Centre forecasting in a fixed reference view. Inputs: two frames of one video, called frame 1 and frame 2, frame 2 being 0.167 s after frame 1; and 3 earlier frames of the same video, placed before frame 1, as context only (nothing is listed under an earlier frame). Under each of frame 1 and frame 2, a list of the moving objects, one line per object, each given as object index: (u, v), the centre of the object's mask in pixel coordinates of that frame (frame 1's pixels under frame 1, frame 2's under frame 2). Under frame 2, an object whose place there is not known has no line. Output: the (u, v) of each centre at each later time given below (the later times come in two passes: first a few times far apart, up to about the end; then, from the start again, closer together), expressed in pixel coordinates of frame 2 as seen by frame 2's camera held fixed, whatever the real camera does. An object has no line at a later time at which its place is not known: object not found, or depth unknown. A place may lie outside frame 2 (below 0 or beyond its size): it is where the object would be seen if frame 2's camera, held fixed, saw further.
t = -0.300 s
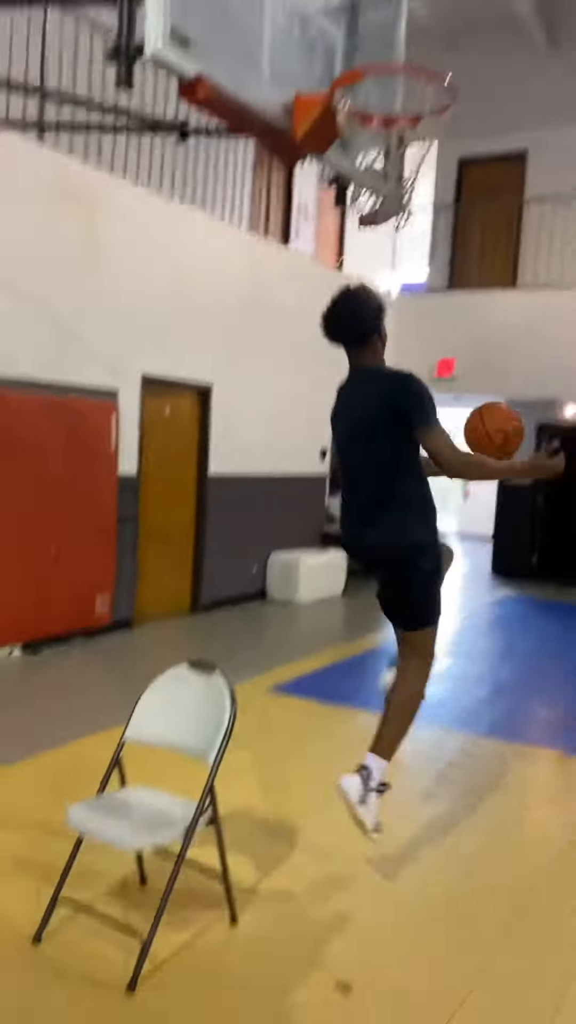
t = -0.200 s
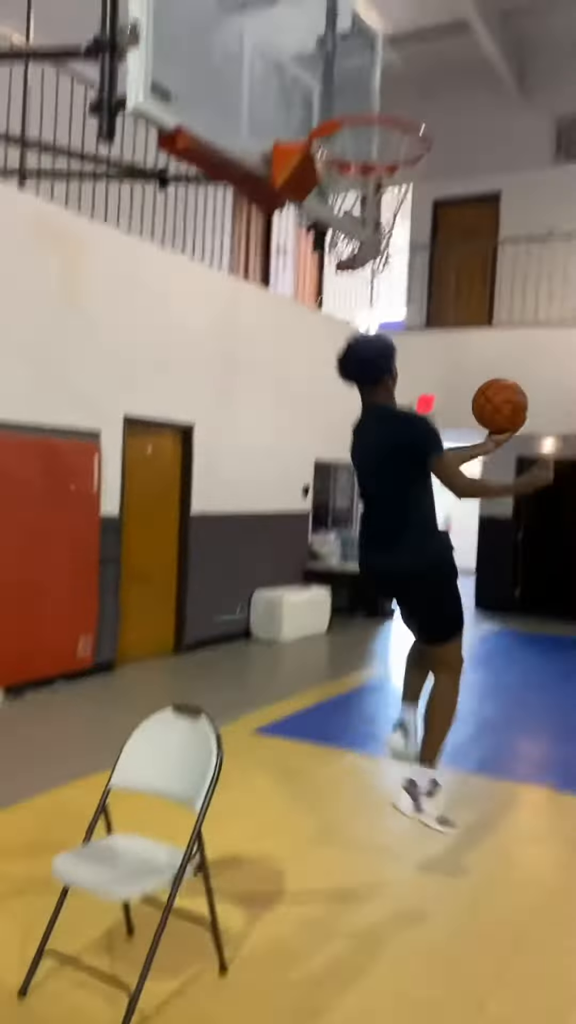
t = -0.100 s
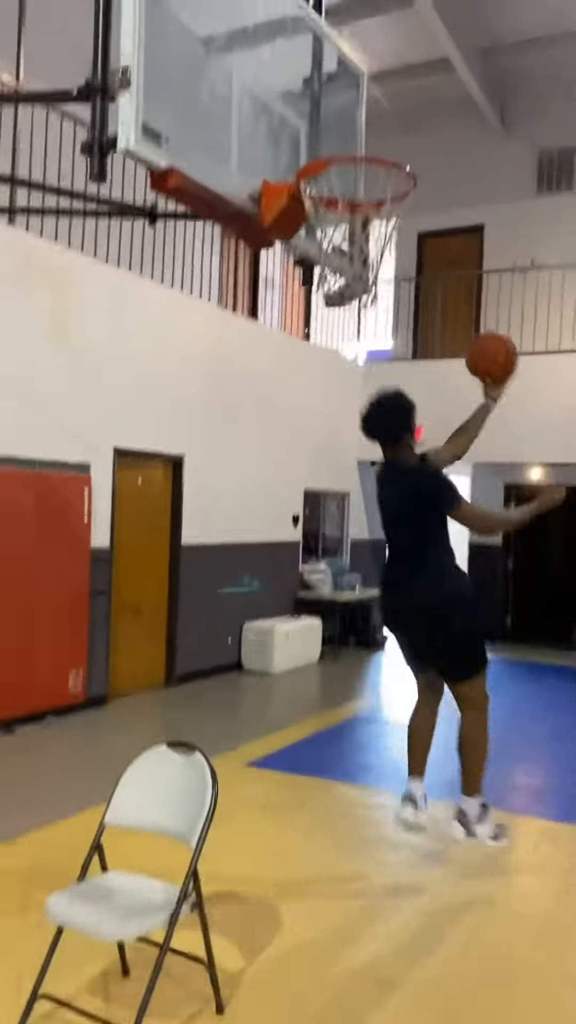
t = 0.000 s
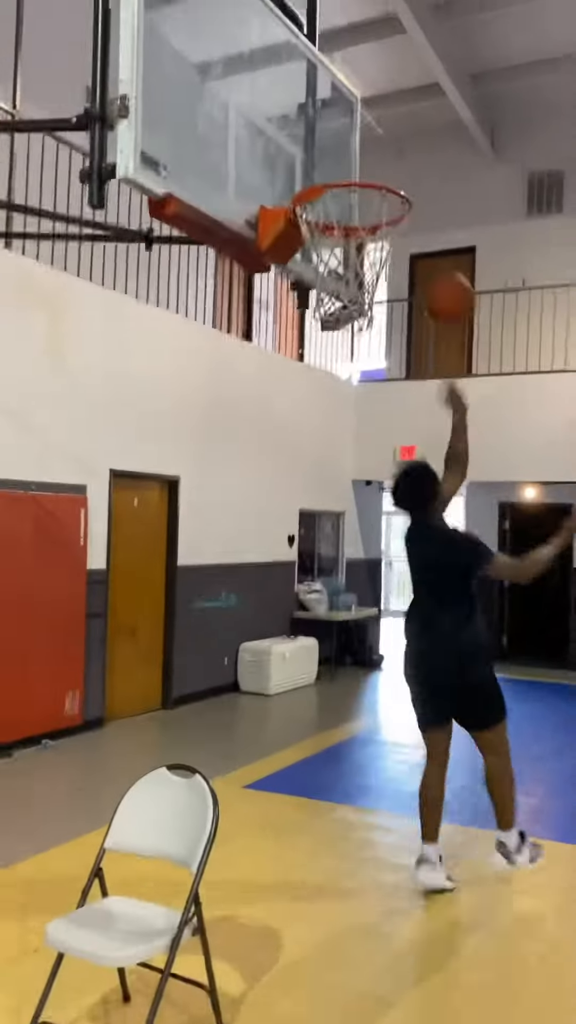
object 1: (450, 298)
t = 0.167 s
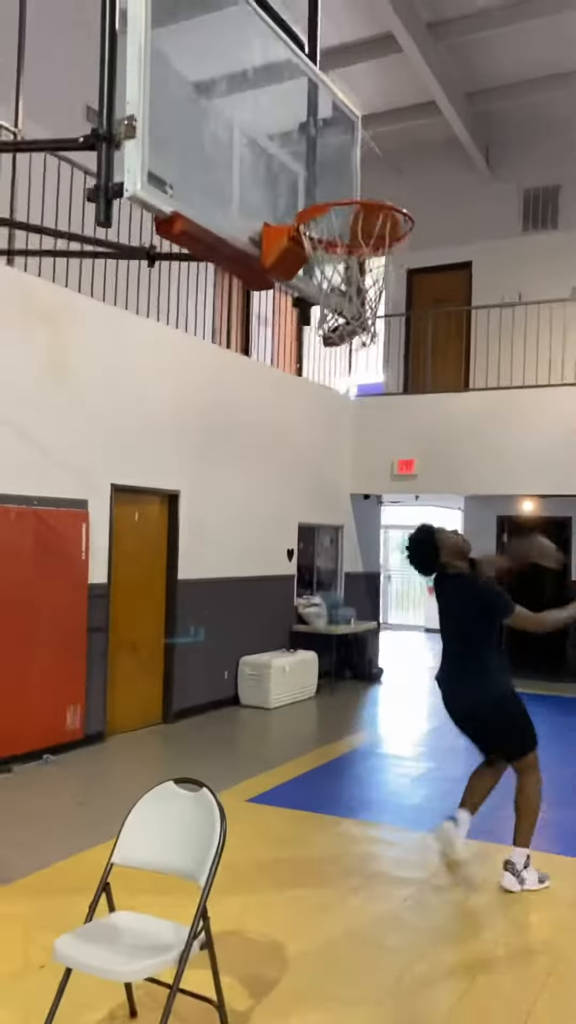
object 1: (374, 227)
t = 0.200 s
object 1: (359, 216)
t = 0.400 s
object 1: (326, 194)
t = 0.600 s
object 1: (374, 276)
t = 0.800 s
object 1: (409, 356)
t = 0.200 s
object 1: (359, 216)
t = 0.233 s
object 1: (343, 207)
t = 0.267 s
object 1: (327, 197)
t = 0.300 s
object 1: (311, 190)
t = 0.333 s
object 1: (315, 188)
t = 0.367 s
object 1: (320, 187)
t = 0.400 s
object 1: (326, 194)
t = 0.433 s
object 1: (332, 202)
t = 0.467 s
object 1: (337, 213)
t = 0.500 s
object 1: (343, 231)
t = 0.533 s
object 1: (351, 240)
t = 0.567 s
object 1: (362, 259)
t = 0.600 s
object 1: (374, 276)
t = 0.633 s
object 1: (386, 291)
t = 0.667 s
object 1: (391, 301)
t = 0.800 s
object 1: (409, 356)
